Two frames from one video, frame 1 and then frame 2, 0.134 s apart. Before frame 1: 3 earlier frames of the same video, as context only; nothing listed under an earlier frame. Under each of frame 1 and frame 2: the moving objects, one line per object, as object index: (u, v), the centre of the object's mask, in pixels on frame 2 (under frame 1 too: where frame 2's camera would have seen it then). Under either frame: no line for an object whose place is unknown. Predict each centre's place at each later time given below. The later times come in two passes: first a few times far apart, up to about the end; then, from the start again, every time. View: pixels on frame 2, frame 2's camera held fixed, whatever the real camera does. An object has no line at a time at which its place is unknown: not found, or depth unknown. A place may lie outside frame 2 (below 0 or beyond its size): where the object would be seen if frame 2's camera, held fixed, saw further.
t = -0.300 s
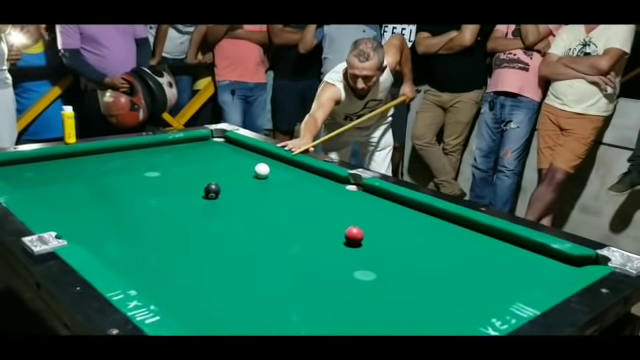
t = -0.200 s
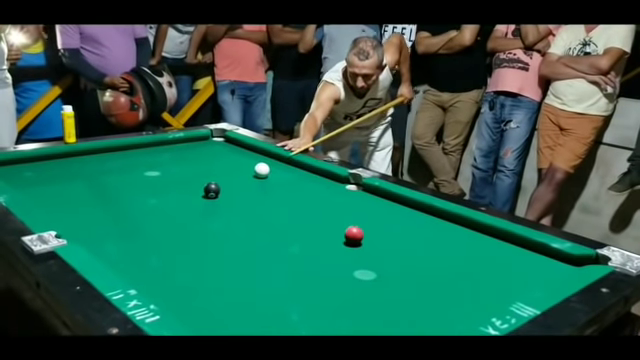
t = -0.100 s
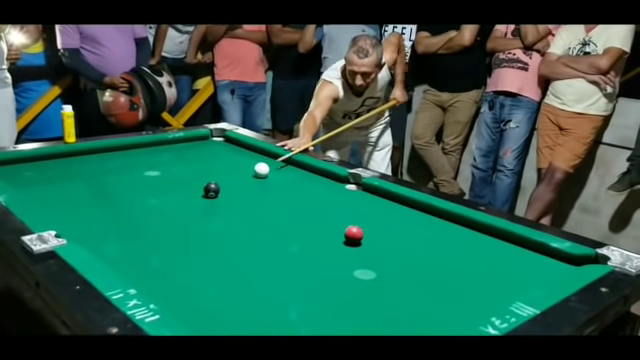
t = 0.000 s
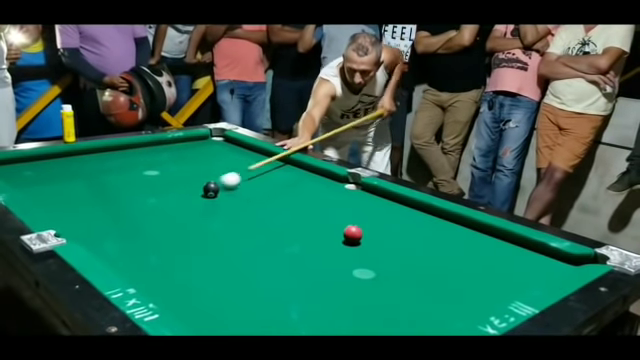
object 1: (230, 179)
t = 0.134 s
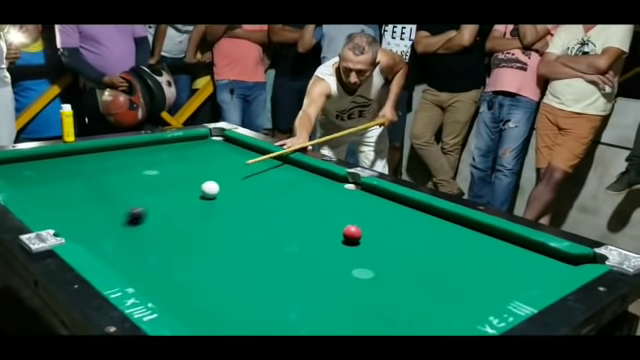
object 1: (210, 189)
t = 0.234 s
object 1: (194, 196)
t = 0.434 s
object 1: (160, 211)
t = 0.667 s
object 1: (114, 232)
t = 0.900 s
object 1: (111, 239)
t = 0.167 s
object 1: (205, 192)
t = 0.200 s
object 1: (200, 194)
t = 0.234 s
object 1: (194, 196)
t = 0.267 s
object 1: (189, 199)
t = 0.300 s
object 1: (183, 201)
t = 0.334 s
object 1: (178, 204)
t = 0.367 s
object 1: (172, 206)
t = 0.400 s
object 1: (166, 209)
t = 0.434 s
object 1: (160, 211)
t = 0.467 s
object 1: (154, 214)
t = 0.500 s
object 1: (148, 217)
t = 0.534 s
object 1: (141, 220)
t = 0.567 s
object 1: (134, 223)
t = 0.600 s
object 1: (128, 226)
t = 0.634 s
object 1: (121, 229)
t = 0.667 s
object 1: (114, 232)
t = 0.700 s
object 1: (107, 235)
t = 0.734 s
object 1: (99, 238)
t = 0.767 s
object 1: (93, 241)
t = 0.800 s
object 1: (89, 241)
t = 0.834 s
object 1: (96, 242)
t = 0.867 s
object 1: (103, 241)
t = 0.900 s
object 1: (111, 239)
